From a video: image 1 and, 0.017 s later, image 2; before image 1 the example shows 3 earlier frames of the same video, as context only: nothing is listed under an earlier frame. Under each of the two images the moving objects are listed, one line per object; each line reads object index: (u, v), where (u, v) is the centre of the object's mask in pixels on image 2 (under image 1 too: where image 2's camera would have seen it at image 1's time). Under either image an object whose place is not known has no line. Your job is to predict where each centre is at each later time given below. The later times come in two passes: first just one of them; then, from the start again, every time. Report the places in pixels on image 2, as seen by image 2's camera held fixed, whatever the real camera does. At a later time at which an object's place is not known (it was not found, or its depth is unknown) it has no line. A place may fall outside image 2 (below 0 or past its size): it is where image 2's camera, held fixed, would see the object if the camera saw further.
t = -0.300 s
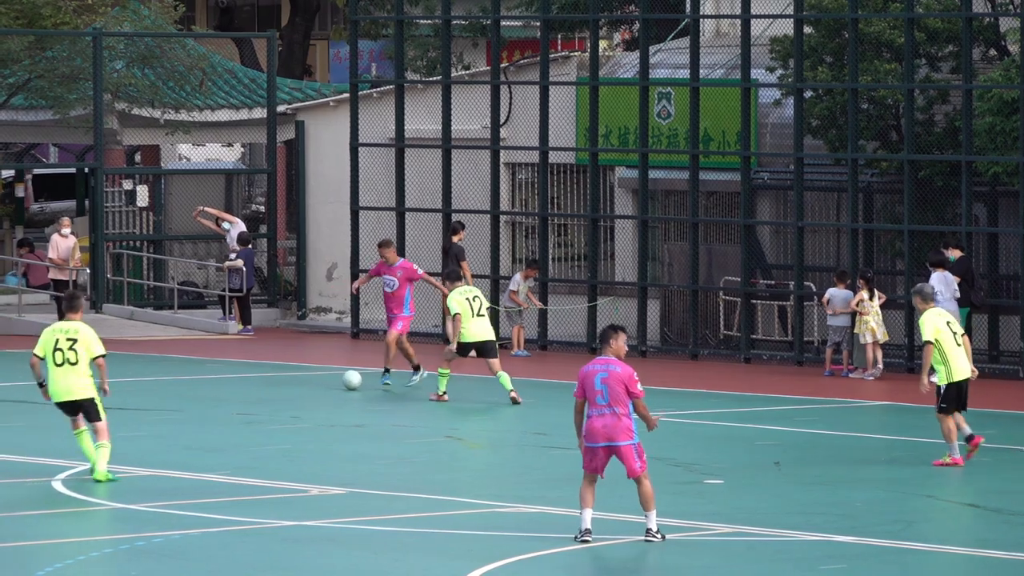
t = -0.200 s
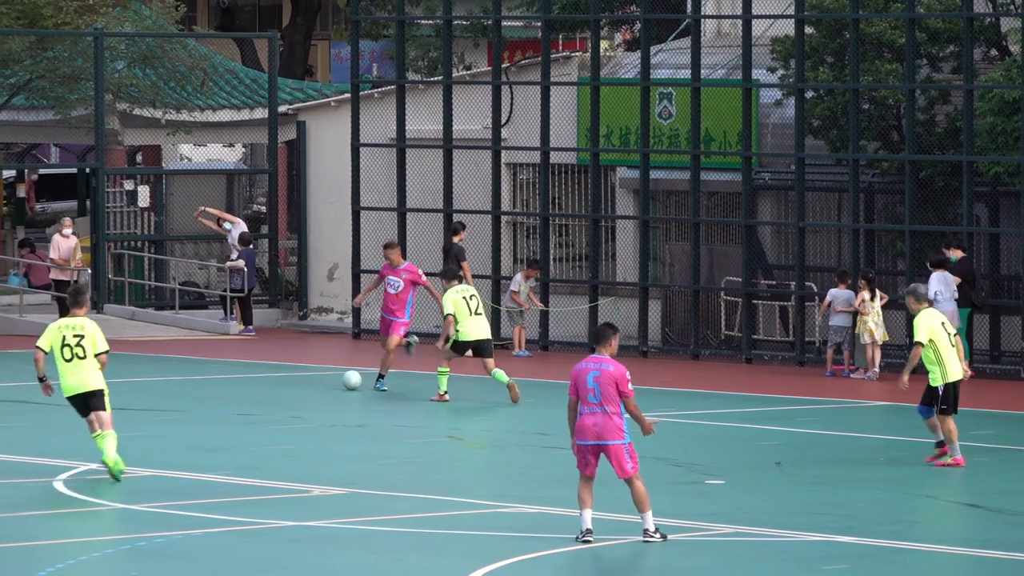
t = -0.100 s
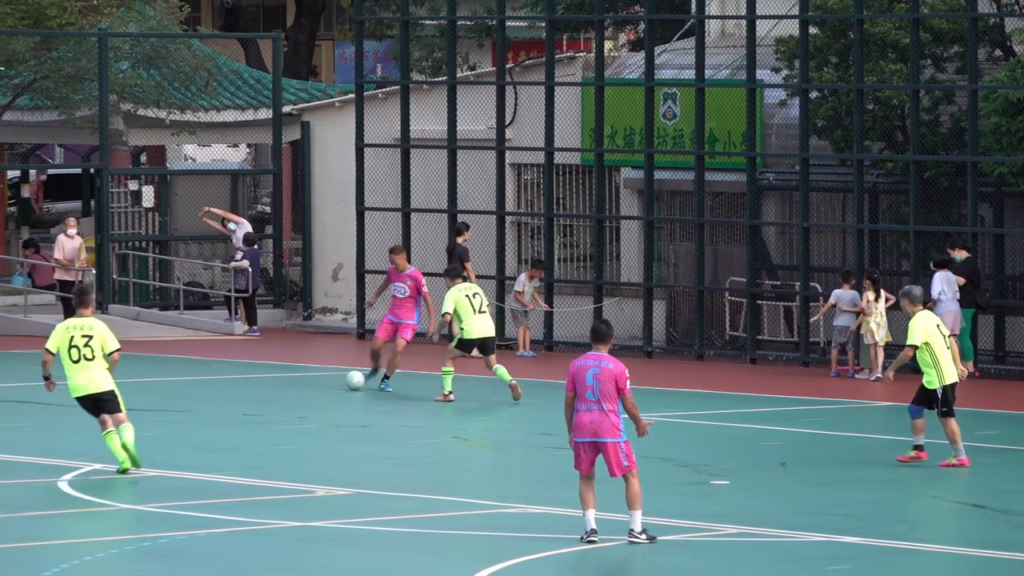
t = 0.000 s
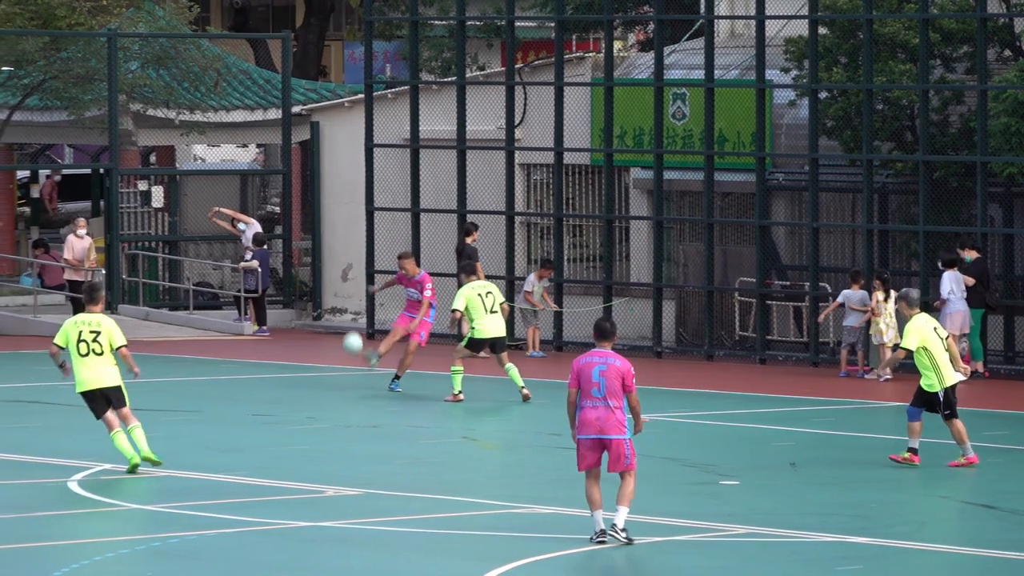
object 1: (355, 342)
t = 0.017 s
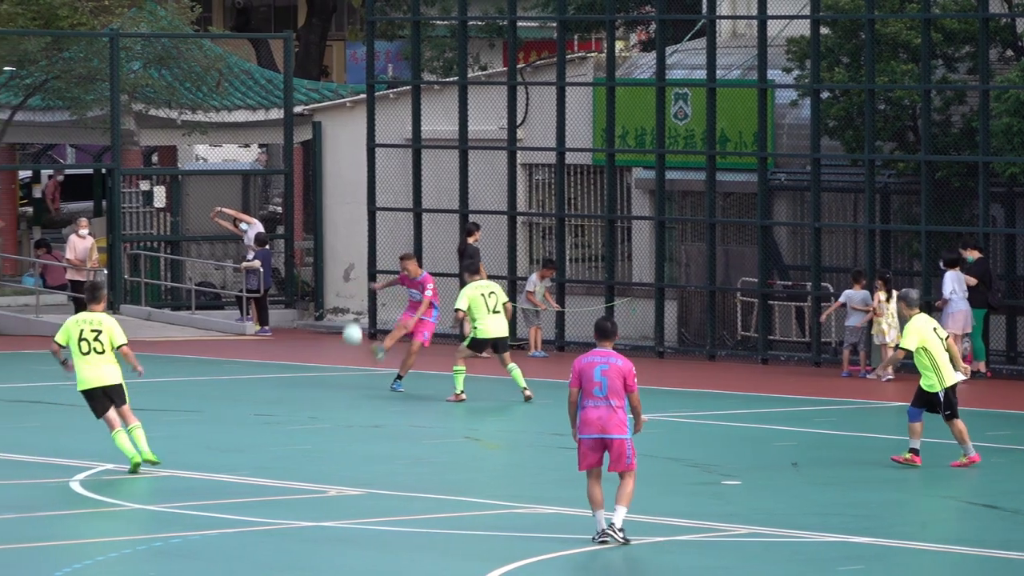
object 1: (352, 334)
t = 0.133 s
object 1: (339, 280)
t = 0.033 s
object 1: (350, 326)
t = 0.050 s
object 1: (349, 317)
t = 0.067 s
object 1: (347, 310)
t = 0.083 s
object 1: (344, 302)
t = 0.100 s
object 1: (342, 295)
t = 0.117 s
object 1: (340, 288)
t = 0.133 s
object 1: (339, 280)
